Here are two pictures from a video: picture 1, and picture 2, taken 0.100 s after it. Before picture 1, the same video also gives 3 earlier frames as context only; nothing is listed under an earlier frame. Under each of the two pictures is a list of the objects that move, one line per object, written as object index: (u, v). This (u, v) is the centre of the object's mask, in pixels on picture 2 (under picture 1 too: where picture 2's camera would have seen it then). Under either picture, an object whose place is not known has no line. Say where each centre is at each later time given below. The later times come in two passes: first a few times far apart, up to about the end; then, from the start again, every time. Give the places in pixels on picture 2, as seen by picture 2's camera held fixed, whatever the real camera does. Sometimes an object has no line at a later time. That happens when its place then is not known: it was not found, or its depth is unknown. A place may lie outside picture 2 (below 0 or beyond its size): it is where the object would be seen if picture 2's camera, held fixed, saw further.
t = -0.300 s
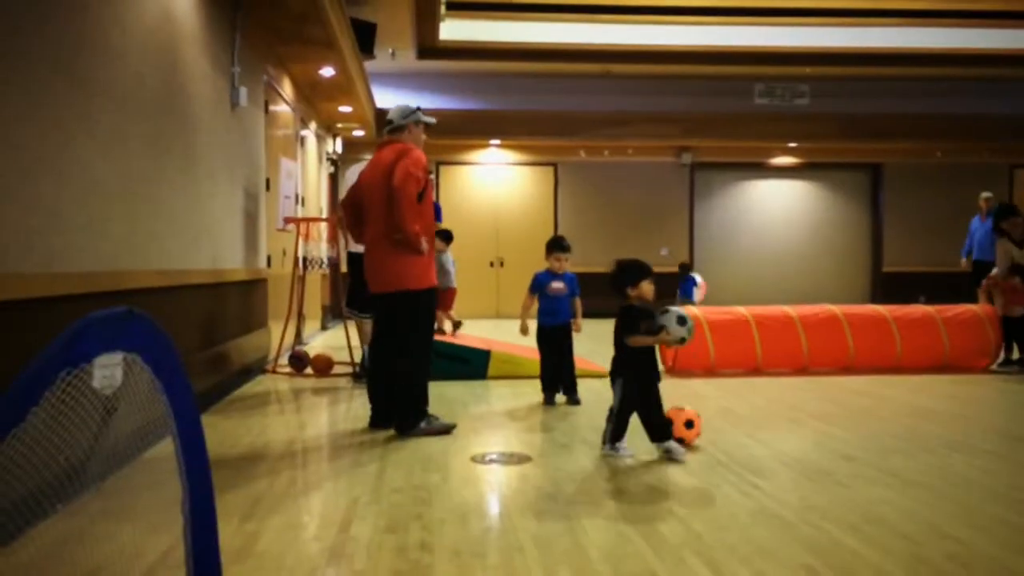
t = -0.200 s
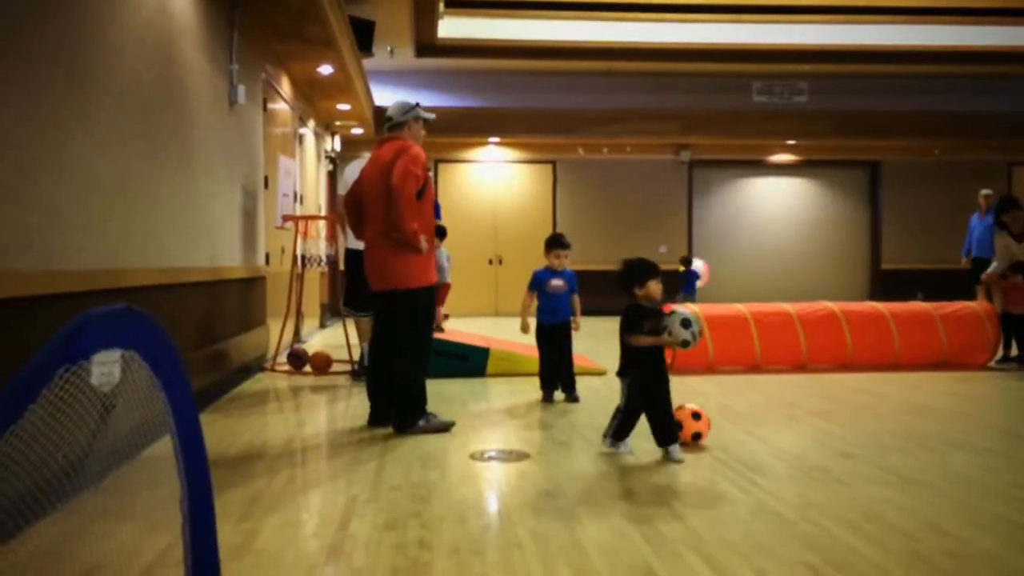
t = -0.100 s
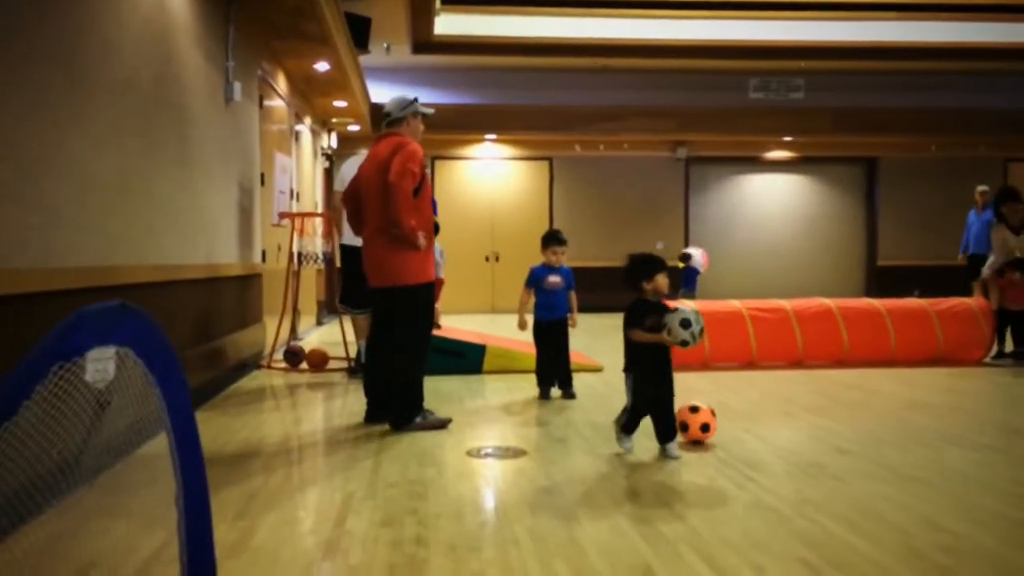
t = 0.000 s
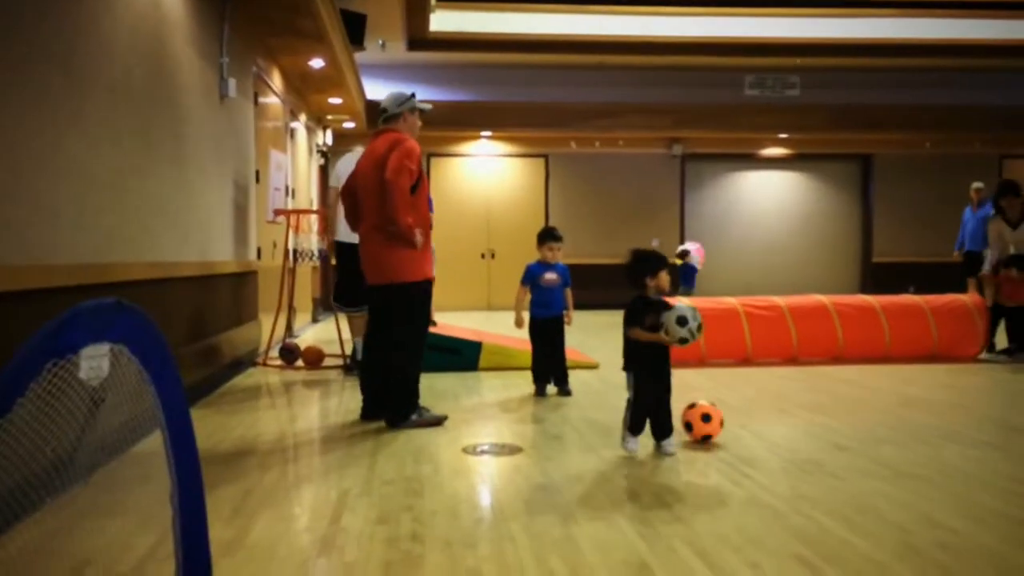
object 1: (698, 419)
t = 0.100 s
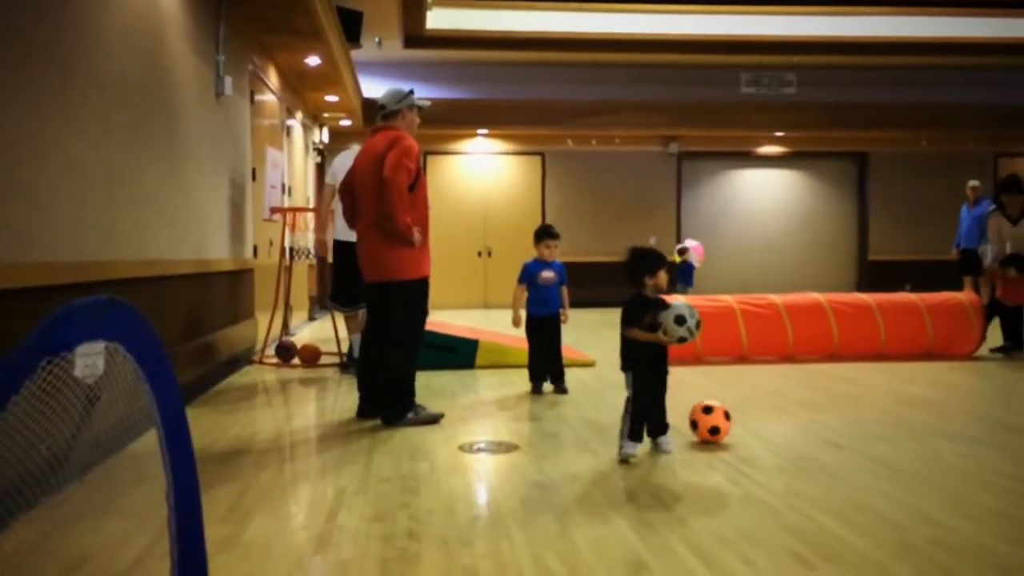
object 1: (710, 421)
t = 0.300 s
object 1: (735, 425)
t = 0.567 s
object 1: (768, 432)
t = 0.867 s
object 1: (806, 438)
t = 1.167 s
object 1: (849, 444)
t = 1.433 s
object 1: (890, 450)
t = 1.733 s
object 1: (931, 456)
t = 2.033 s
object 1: (975, 462)
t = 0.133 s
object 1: (713, 422)
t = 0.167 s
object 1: (718, 422)
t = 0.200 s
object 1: (722, 424)
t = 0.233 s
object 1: (726, 425)
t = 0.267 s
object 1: (731, 425)
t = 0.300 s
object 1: (735, 425)
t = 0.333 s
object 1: (739, 426)
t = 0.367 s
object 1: (744, 427)
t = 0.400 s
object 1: (747, 428)
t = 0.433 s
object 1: (751, 429)
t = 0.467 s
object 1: (756, 430)
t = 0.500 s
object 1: (760, 430)
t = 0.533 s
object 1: (764, 432)
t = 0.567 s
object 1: (768, 432)
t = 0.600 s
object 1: (772, 433)
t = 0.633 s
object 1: (776, 434)
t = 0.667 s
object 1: (780, 434)
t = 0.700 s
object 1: (785, 434)
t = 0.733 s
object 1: (789, 435)
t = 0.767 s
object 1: (793, 436)
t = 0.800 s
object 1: (797, 436)
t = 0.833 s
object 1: (802, 437)
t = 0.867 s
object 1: (806, 438)
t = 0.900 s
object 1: (810, 438)
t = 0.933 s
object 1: (815, 439)
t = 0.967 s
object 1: (820, 440)
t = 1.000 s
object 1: (825, 442)
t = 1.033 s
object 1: (829, 441)
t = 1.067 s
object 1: (834, 442)
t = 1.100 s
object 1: (839, 442)
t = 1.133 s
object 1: (844, 444)
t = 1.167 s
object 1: (849, 444)
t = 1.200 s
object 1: (854, 445)
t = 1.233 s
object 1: (859, 446)
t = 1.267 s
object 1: (864, 446)
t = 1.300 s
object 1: (870, 447)
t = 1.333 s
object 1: (875, 449)
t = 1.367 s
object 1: (881, 450)
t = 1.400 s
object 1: (885, 450)
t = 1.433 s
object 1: (890, 450)
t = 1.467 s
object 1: (895, 451)
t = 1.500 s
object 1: (899, 452)
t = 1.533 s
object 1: (904, 453)
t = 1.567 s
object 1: (909, 453)
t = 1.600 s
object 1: (913, 453)
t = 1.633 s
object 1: (918, 454)
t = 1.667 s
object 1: (923, 455)
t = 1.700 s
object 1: (926, 455)
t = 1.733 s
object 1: (931, 456)
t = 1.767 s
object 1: (936, 456)
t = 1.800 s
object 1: (940, 457)
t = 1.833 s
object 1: (945, 457)
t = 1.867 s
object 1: (949, 458)
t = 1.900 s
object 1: (954, 458)
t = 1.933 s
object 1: (959, 459)
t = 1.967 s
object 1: (964, 460)
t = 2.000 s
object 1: (969, 461)
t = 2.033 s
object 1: (975, 462)
